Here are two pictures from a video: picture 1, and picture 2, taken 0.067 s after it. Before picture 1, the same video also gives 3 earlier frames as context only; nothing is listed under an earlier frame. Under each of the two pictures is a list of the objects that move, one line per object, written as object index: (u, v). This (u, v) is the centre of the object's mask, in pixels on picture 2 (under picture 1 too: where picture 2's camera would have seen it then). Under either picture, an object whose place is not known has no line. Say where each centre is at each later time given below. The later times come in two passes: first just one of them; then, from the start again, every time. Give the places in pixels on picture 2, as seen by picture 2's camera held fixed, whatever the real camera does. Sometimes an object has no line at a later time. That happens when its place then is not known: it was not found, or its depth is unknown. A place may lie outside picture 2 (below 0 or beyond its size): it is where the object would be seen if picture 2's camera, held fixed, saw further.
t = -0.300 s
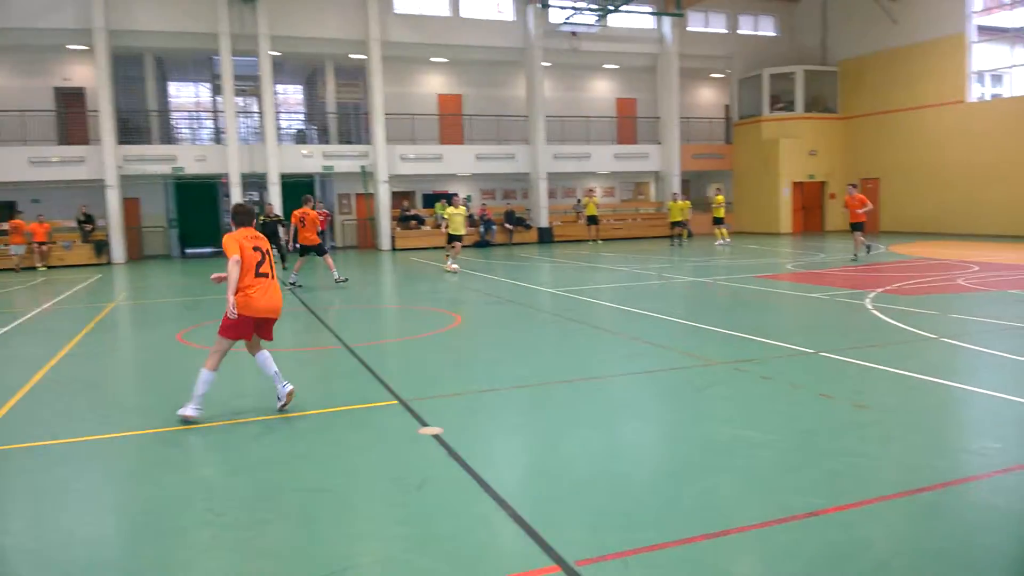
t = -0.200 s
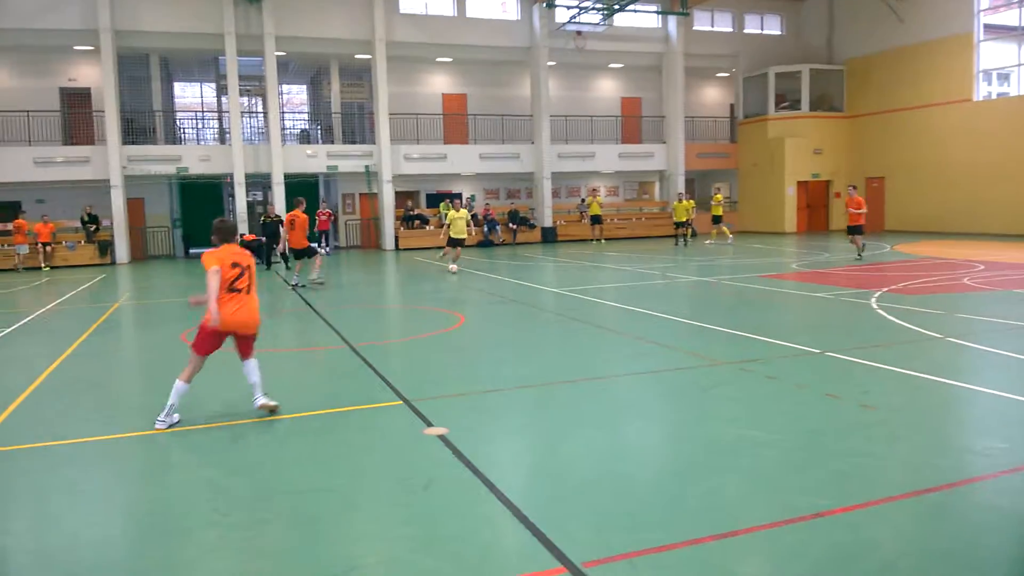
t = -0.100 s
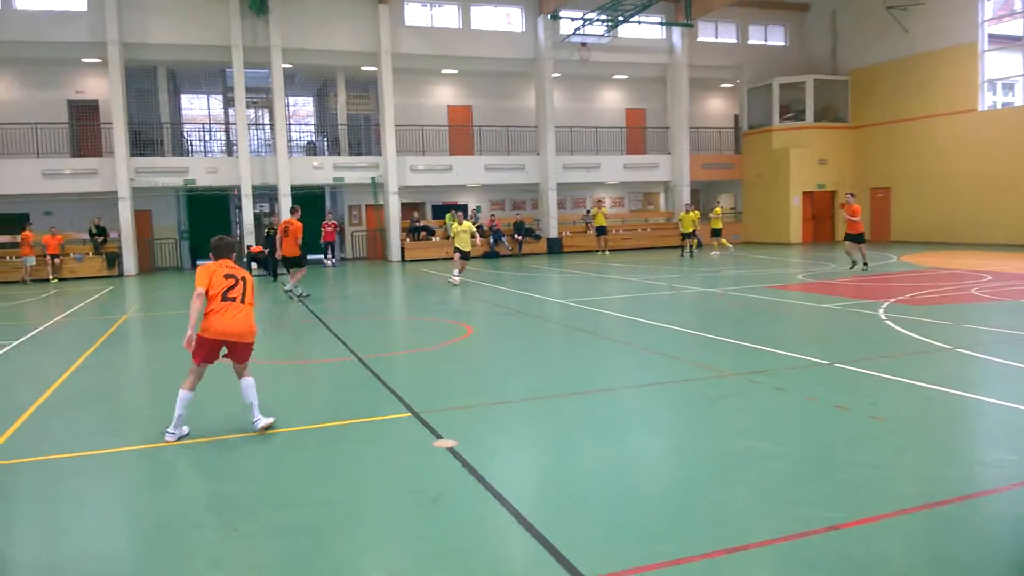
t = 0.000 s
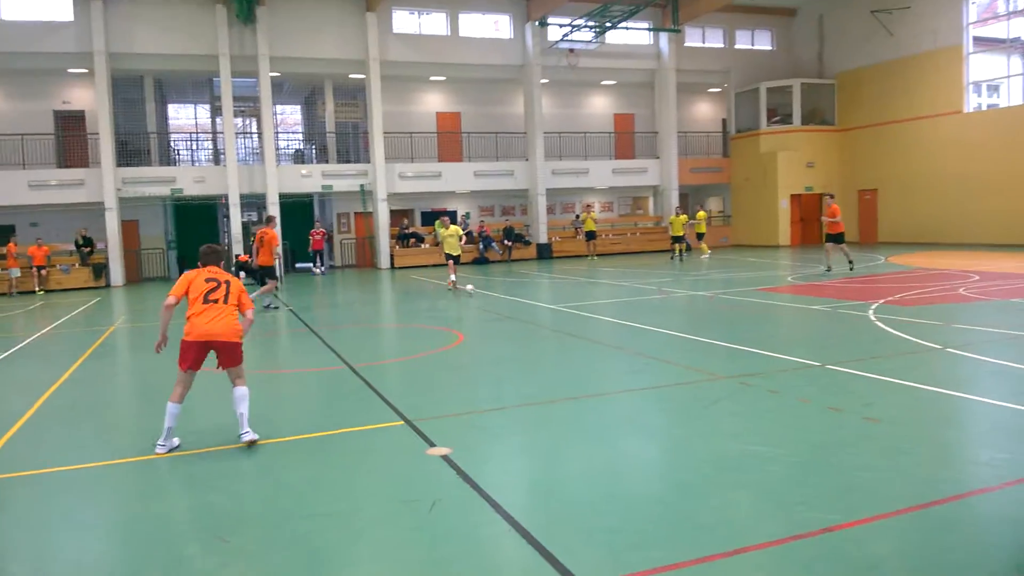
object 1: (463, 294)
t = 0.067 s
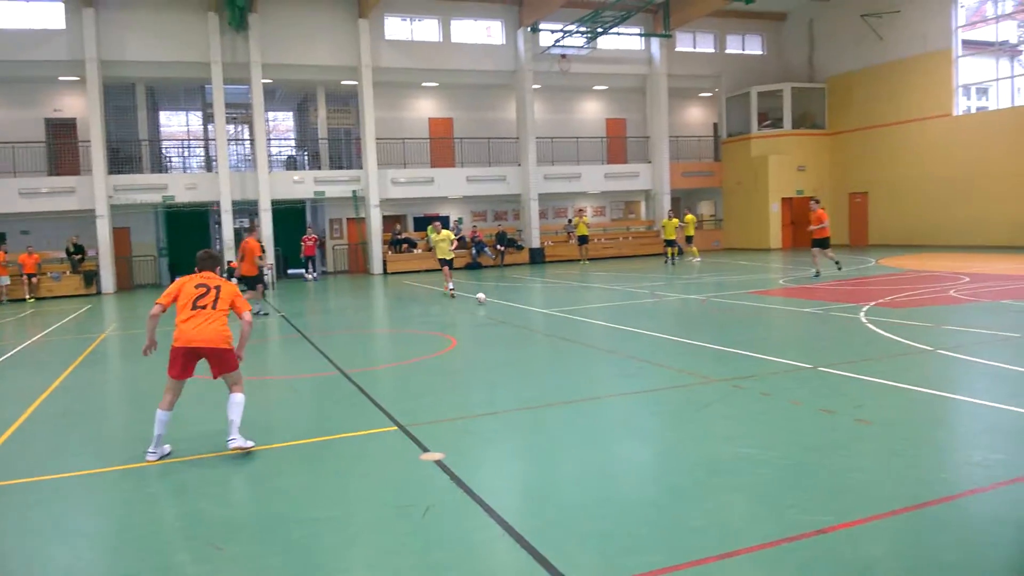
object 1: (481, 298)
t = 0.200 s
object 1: (516, 303)
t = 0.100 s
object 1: (490, 301)
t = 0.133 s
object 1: (498, 300)
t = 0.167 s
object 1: (508, 301)
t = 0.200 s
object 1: (516, 303)
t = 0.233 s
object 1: (527, 307)
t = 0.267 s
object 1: (538, 308)
